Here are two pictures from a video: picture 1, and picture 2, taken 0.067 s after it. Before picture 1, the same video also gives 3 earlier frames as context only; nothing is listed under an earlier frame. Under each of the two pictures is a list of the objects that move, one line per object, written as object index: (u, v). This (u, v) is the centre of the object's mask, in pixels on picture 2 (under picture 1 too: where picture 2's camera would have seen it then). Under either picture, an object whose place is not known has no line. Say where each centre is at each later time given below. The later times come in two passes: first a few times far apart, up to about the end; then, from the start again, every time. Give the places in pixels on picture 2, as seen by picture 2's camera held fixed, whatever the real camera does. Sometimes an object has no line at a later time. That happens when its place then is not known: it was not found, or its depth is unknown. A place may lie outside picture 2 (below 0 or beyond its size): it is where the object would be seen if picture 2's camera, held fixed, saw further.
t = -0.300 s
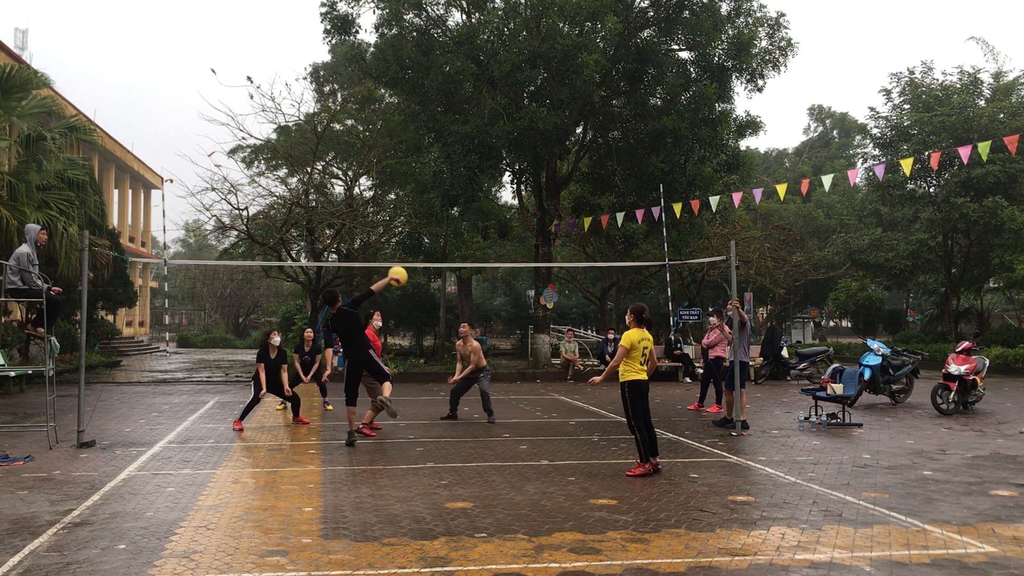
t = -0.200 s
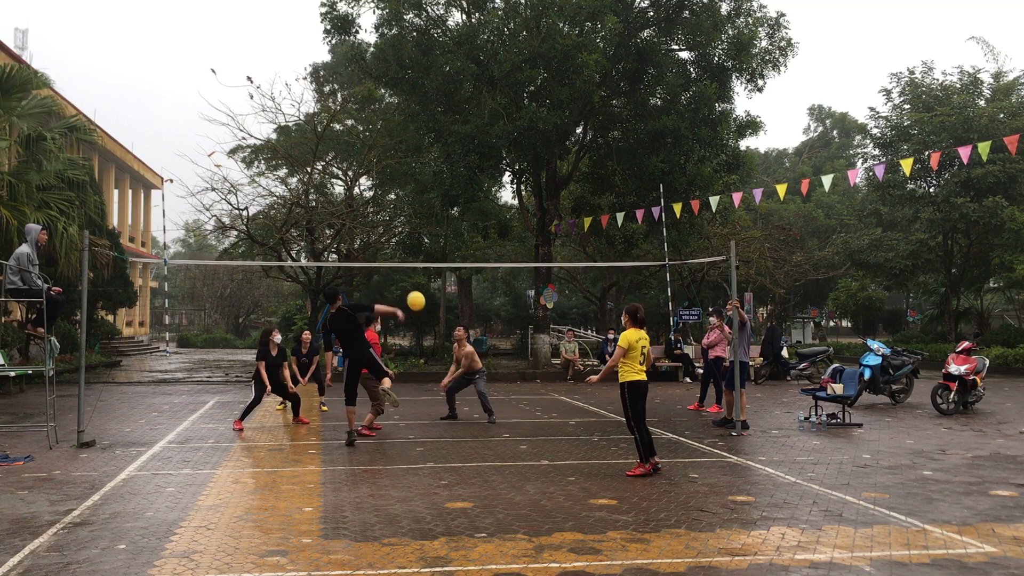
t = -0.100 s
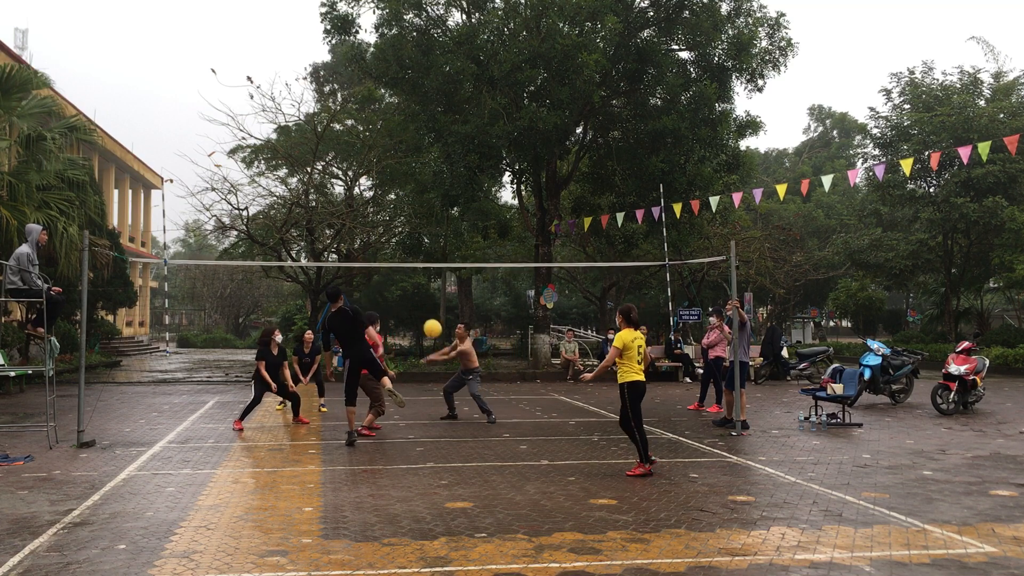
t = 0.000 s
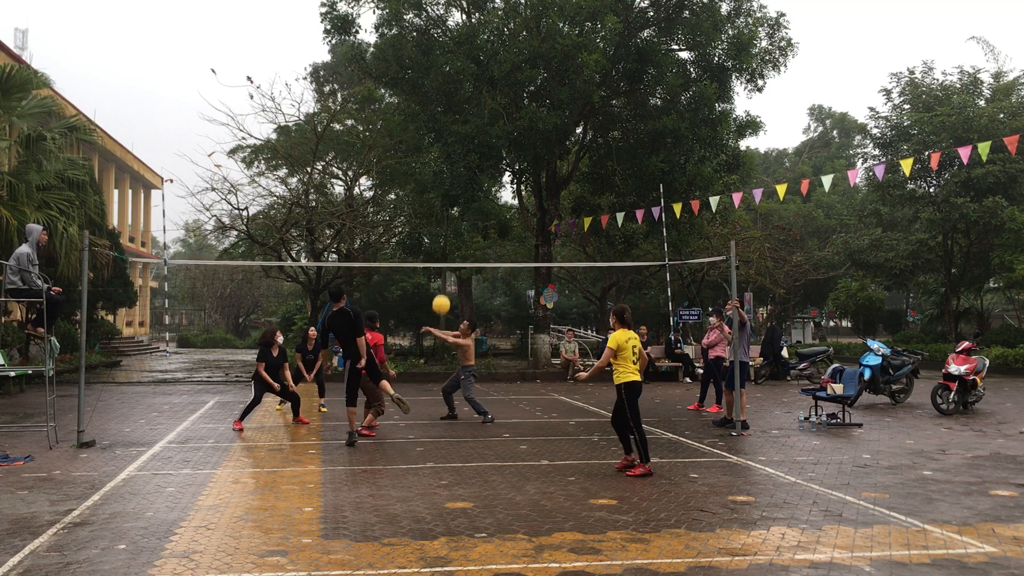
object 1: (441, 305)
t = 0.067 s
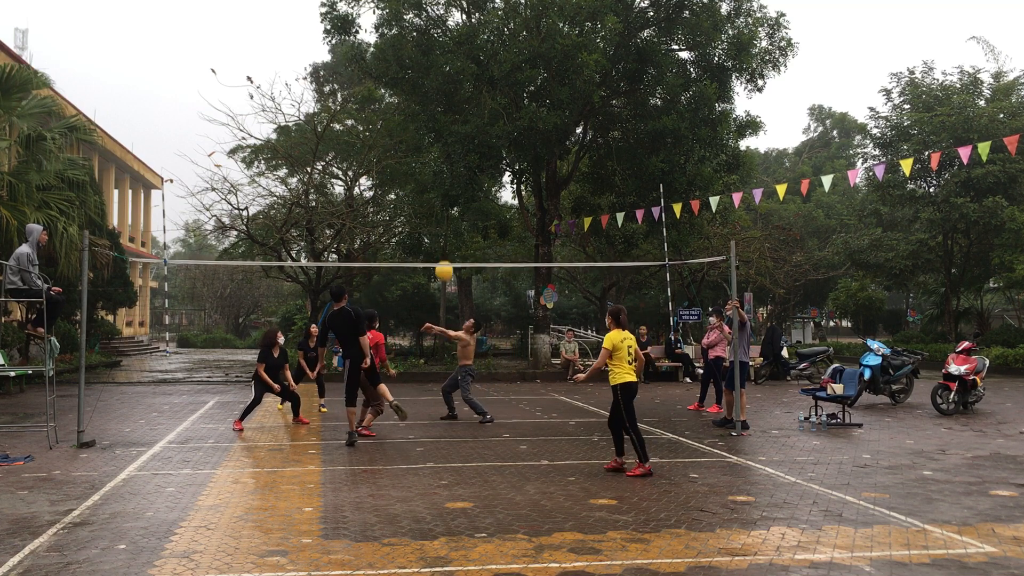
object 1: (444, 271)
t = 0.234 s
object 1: (449, 199)
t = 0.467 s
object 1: (456, 128)
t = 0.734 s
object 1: (466, 94)
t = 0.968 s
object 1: (477, 110)
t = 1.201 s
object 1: (486, 176)
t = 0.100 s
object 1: (445, 254)
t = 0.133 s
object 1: (447, 240)
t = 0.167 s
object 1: (448, 225)
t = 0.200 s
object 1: (449, 212)
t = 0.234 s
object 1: (449, 199)
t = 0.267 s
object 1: (450, 186)
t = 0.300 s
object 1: (451, 175)
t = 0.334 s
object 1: (452, 164)
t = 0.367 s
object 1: (453, 154)
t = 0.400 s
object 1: (454, 144)
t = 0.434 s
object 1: (455, 136)
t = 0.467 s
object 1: (456, 128)
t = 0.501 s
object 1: (458, 121)
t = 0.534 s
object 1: (459, 115)
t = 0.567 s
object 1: (460, 109)
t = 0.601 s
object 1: (461, 104)
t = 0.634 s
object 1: (462, 100)
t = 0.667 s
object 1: (464, 97)
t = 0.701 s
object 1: (465, 95)
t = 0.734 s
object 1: (466, 94)
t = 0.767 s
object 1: (468, 93)
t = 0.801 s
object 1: (469, 93)
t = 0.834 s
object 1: (471, 95)
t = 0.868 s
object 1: (472, 97)
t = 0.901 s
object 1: (474, 100)
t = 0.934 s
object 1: (475, 105)
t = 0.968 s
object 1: (477, 110)
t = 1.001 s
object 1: (478, 116)
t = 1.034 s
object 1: (479, 123)
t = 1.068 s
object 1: (481, 132)
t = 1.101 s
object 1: (482, 141)
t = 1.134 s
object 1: (483, 152)
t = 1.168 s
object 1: (485, 164)
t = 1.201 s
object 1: (486, 176)
